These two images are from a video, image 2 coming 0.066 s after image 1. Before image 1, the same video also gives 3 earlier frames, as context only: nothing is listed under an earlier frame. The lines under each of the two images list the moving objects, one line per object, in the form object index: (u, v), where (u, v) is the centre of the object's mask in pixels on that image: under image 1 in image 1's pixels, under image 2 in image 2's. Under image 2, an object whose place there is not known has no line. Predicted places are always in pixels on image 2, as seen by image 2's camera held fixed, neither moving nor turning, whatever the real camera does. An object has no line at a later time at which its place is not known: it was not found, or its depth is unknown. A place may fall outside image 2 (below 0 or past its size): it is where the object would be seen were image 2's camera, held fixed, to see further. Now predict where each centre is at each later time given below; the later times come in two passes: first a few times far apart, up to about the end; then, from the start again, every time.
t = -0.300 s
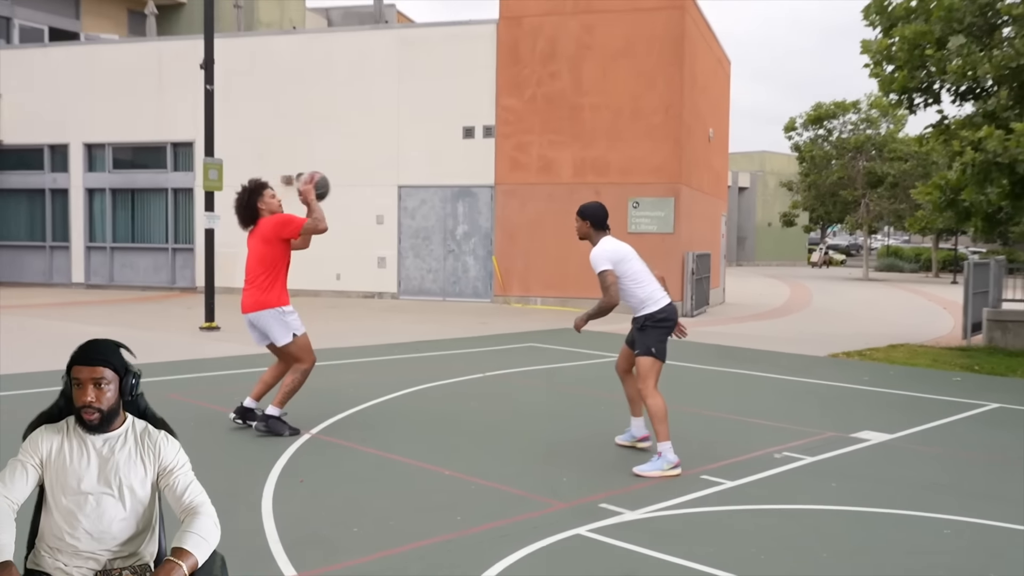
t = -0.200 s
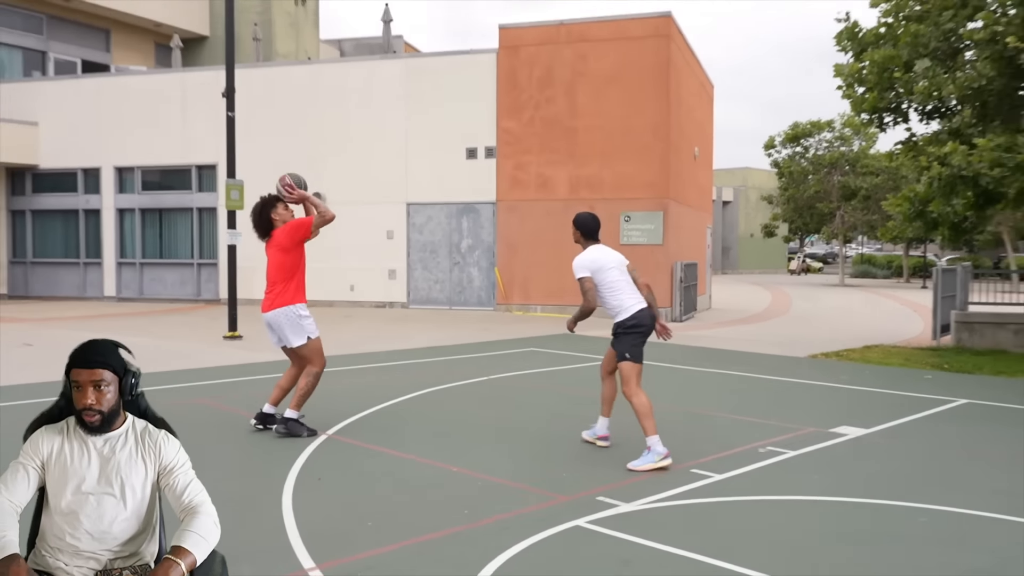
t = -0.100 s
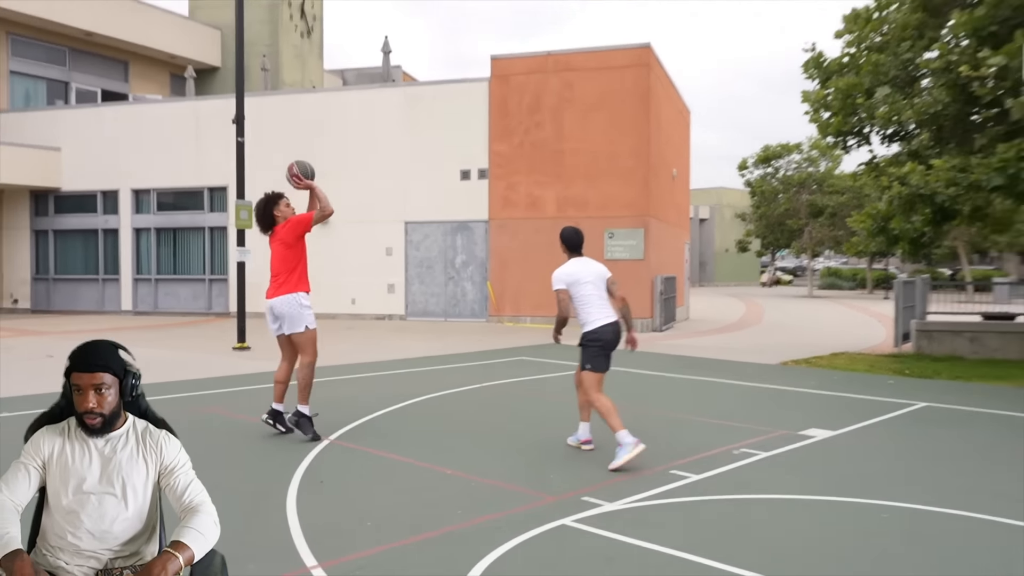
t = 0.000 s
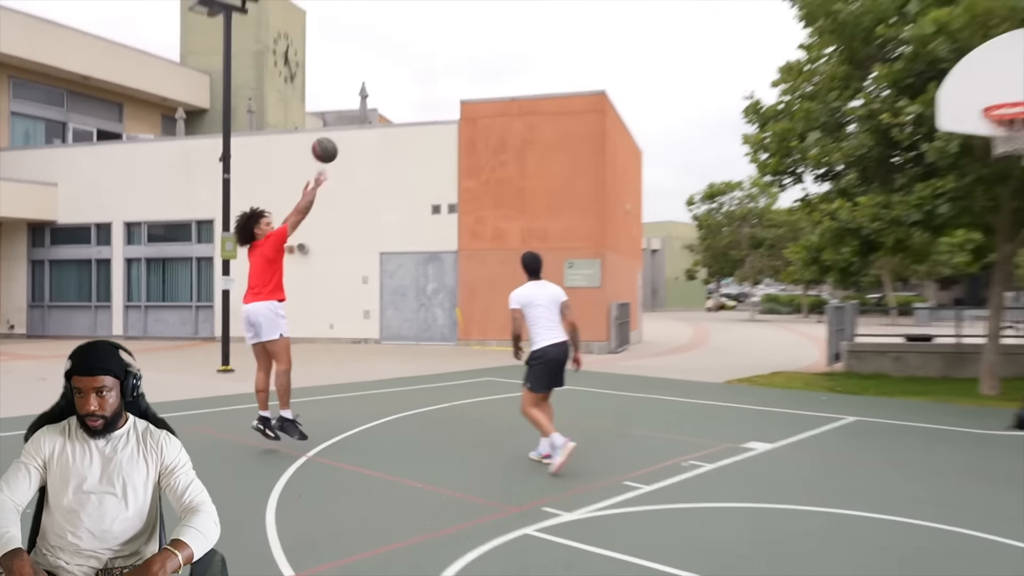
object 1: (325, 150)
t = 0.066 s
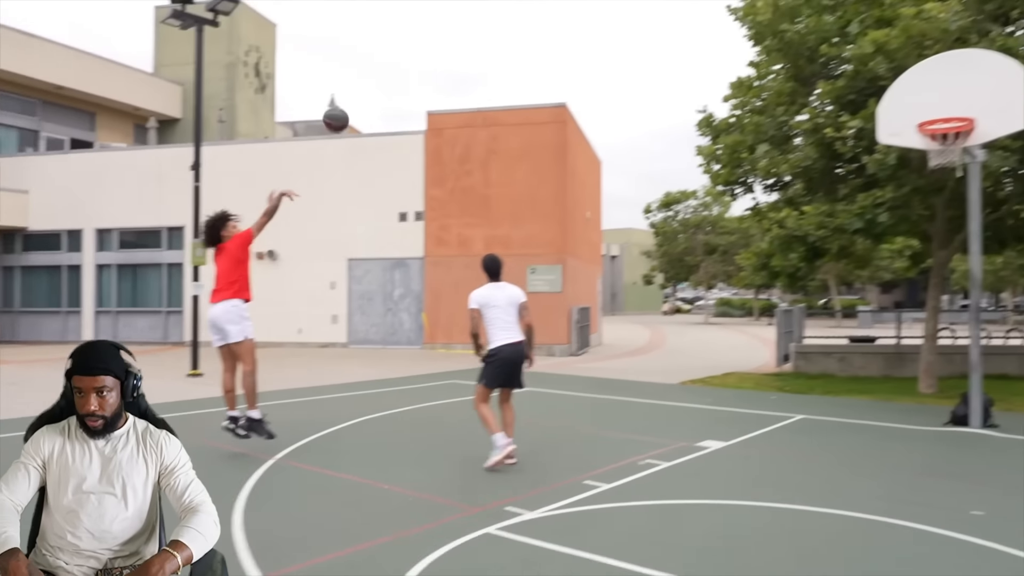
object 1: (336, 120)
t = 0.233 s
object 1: (438, 42)
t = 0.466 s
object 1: (580, -17)
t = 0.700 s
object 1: (723, -19)
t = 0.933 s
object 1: (864, 36)
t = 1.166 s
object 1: (993, 102)
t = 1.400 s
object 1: (1054, 75)
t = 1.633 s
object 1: (1134, 110)
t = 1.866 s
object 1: (1235, 231)
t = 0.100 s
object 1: (356, 102)
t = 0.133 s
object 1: (377, 85)
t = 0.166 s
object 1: (398, 69)
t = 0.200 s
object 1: (418, 55)
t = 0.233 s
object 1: (438, 42)
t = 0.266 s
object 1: (458, 30)
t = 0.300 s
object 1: (478, 19)
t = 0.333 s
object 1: (499, 10)
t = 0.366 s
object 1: (519, 1)
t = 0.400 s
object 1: (539, -6)
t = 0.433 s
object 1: (560, -12)
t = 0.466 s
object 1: (580, -17)
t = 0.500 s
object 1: (600, -21)
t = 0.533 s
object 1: (621, -24)
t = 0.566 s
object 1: (641, -25)
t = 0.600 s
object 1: (662, -25)
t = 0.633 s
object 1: (682, -24)
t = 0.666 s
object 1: (702, -22)
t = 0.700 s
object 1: (723, -19)
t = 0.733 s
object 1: (743, -15)
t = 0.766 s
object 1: (763, -9)
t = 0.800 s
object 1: (783, -2)
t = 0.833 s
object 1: (804, 5)
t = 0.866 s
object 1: (824, 14)
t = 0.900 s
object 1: (844, 24)
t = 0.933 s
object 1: (864, 36)
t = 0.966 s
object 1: (884, 49)
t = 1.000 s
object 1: (904, 62)
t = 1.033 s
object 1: (925, 78)
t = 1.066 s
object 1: (945, 94)
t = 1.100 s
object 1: (966, 110)
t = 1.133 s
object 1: (980, 109)
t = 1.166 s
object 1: (993, 102)
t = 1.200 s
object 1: (1001, 95)
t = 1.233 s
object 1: (1010, 88)
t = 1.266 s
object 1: (1019, 84)
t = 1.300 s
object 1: (1028, 80)
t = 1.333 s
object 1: (1037, 77)
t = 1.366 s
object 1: (1045, 75)
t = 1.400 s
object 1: (1054, 75)
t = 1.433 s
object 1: (1066, 74)
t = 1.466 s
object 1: (1075, 77)
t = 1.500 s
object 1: (1085, 82)
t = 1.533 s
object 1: (1096, 87)
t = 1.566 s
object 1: (1107, 94)
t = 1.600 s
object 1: (1120, 101)
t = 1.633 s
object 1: (1134, 110)
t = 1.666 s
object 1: (1150, 122)
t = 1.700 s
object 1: (1163, 134)
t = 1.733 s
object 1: (1178, 149)
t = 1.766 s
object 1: (1191, 168)
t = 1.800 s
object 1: (1204, 188)
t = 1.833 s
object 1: (1220, 209)
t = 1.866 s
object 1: (1235, 231)
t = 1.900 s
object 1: (1249, 255)
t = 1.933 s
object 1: (1266, 286)
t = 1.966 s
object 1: (1281, 317)
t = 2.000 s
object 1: (1296, 354)
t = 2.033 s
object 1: (1314, 393)
